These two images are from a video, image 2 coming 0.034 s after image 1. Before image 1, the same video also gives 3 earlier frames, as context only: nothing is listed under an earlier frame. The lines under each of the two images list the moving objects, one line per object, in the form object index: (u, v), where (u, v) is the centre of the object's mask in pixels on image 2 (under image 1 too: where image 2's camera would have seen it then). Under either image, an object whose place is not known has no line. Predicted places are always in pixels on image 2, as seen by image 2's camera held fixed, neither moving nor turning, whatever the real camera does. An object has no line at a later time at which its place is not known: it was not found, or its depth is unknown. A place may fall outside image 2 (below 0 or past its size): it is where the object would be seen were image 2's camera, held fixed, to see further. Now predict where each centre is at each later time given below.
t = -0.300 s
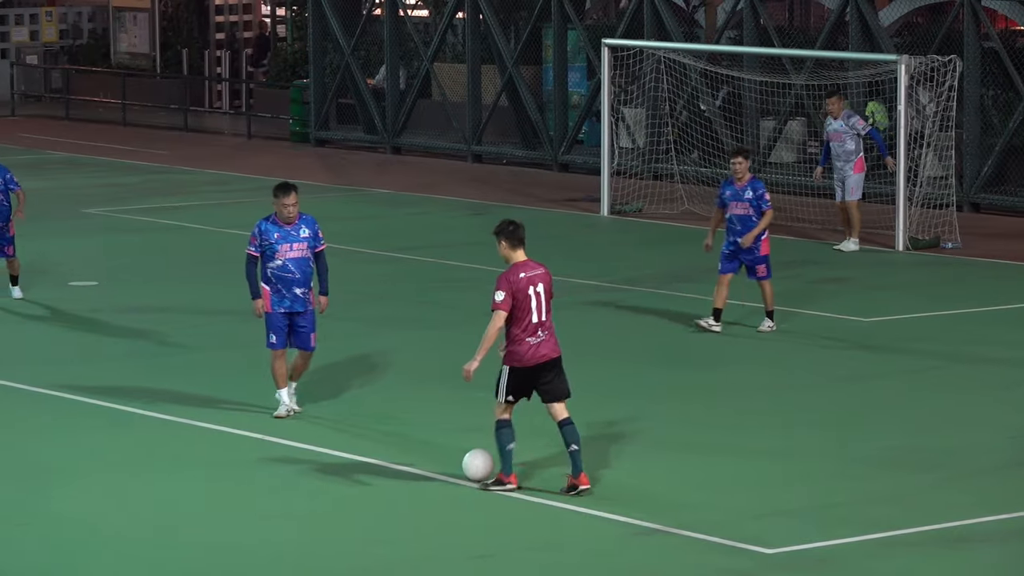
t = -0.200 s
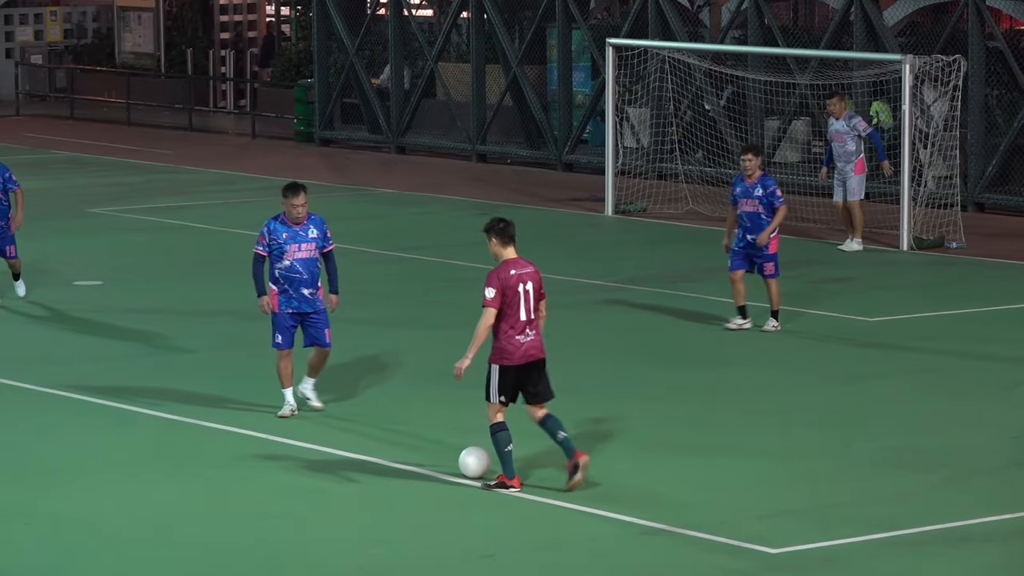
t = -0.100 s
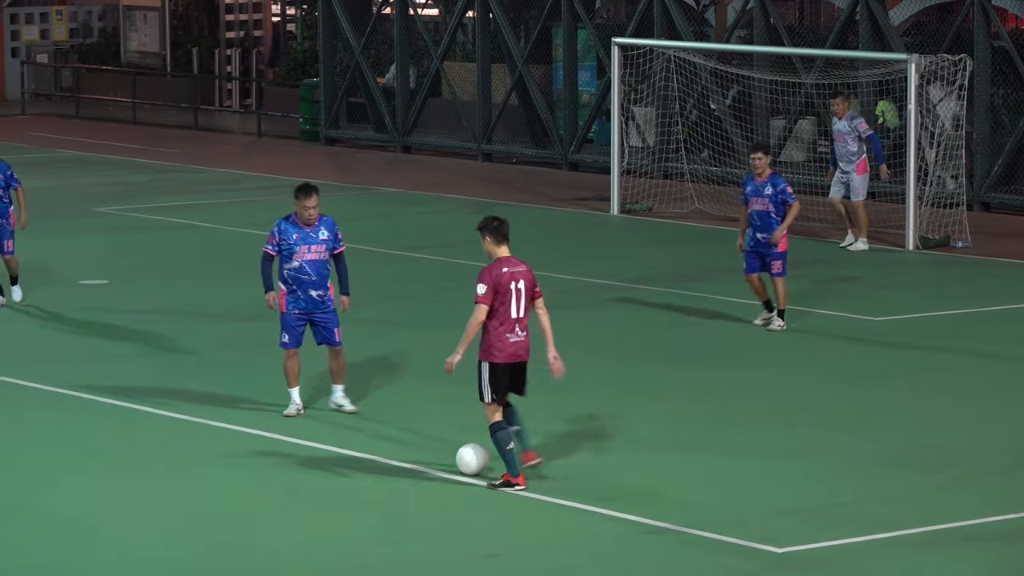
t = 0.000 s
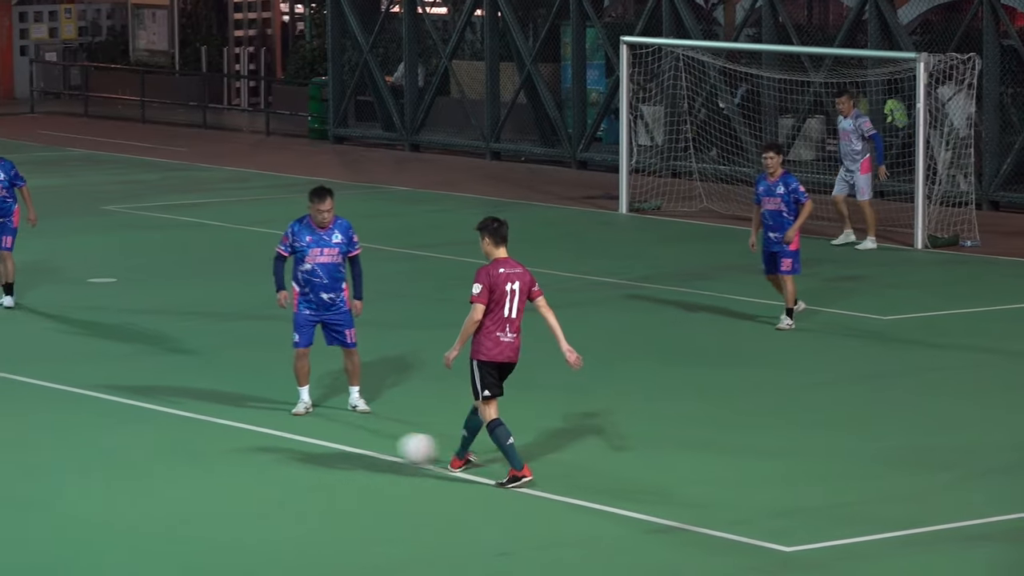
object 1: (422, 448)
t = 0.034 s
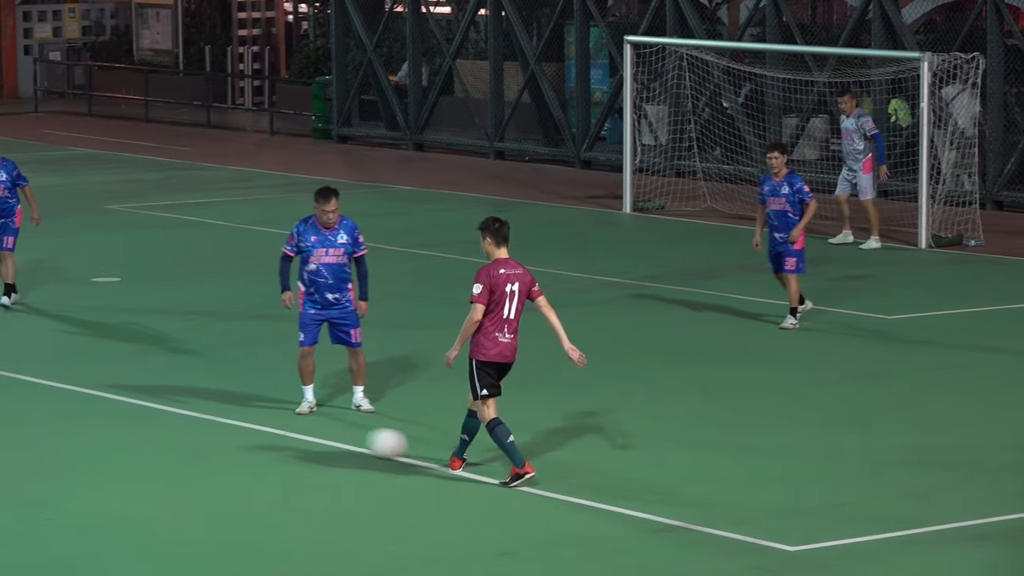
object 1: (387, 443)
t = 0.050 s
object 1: (368, 441)
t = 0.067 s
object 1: (350, 439)
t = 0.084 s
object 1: (334, 437)
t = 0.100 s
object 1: (317, 435)
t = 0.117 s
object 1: (302, 433)
